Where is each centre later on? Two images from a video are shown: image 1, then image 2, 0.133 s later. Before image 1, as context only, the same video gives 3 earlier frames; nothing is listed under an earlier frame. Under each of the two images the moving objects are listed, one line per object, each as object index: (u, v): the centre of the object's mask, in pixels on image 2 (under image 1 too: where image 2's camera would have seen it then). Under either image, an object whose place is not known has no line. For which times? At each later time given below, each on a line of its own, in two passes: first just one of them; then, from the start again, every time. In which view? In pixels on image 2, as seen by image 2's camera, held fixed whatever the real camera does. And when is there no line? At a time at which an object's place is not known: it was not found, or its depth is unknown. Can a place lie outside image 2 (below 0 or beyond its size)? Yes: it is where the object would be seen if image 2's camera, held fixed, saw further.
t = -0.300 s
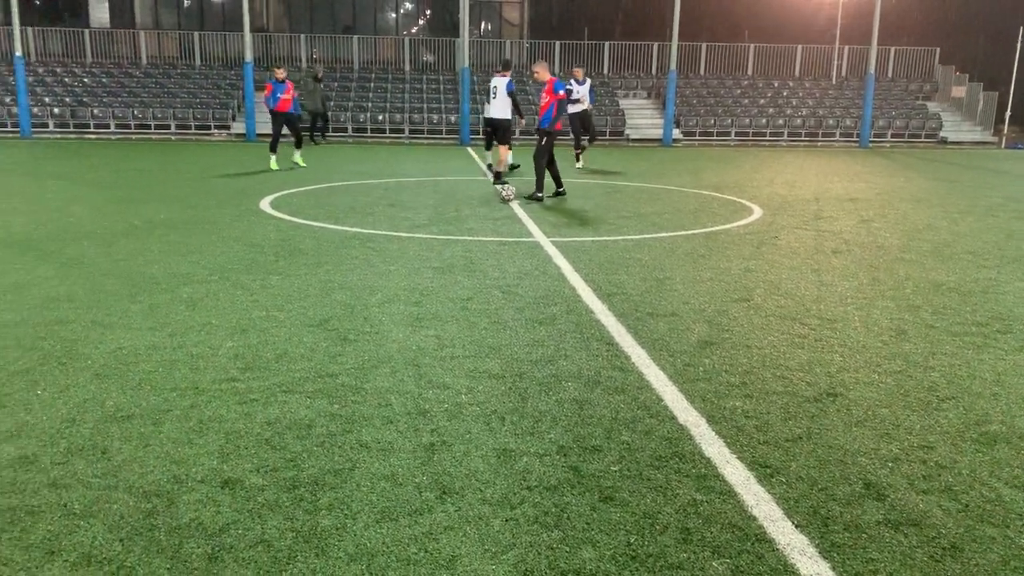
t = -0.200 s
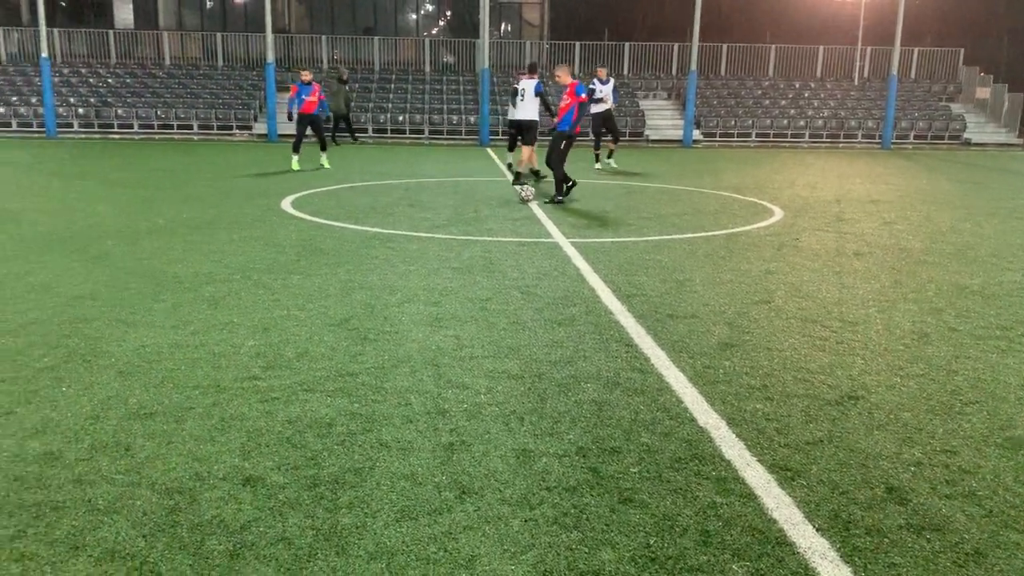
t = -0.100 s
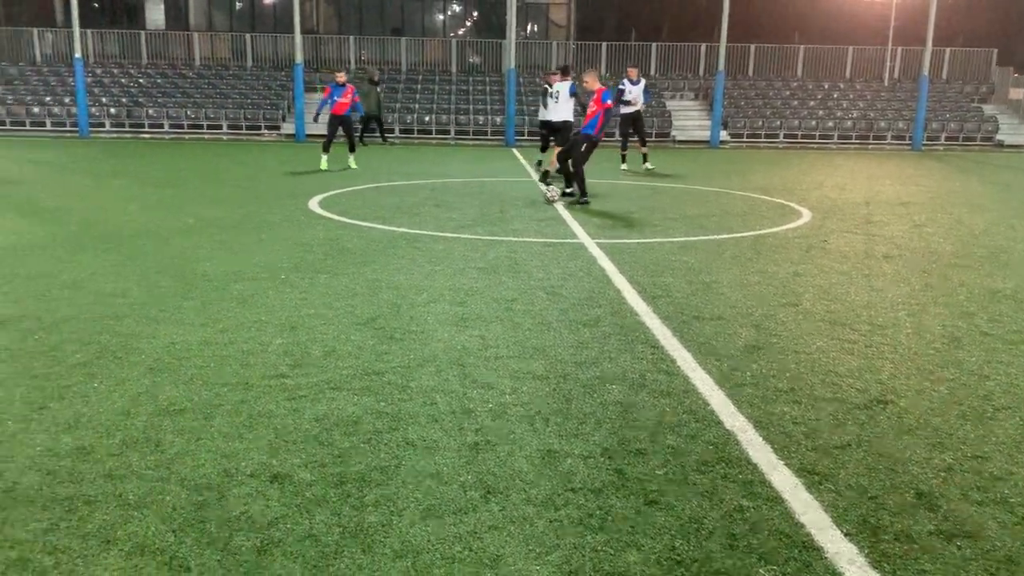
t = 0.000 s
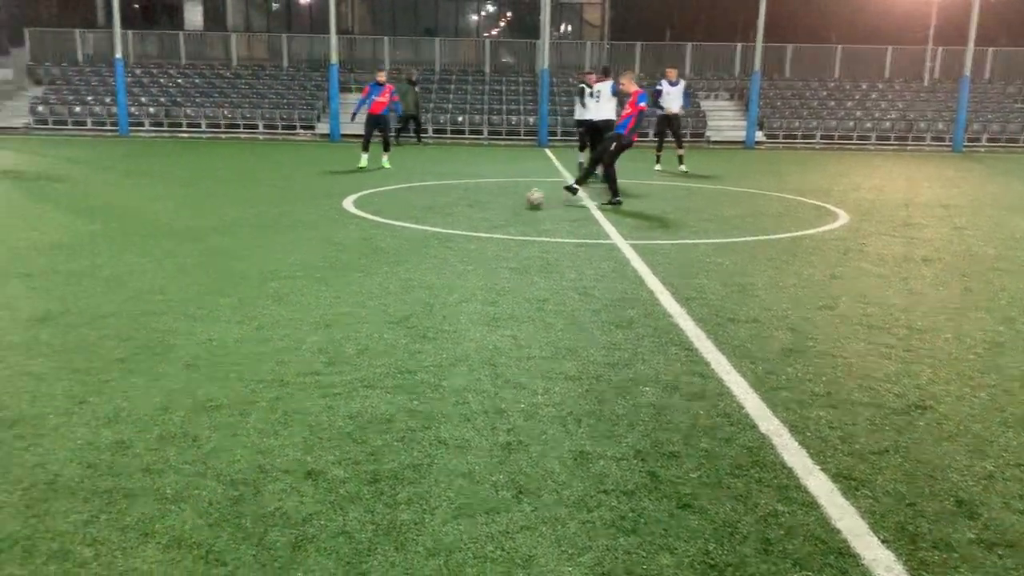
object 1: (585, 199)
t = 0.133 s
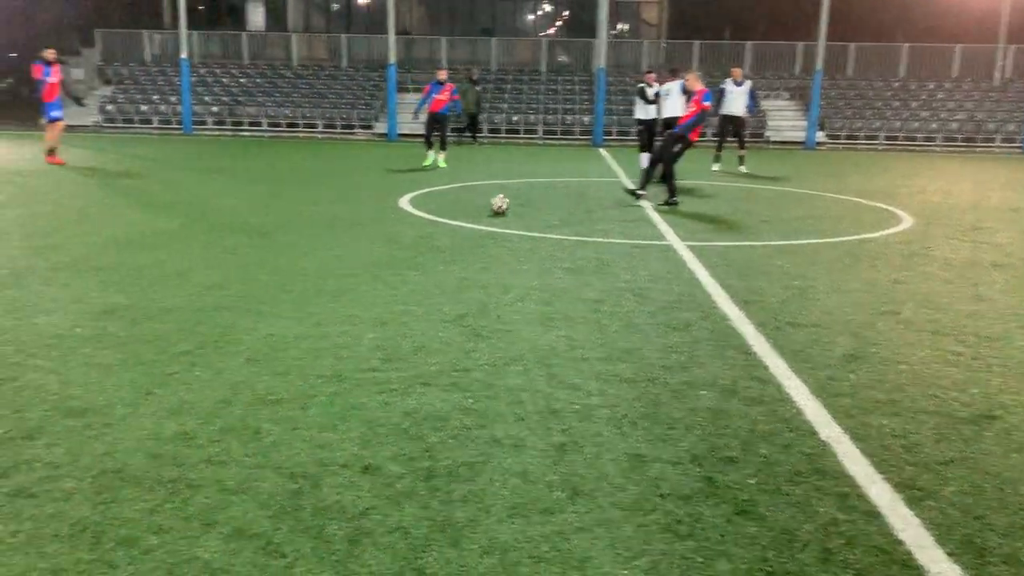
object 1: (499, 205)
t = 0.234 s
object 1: (431, 209)
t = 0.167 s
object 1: (477, 206)
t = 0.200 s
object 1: (454, 209)
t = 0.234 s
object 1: (431, 209)
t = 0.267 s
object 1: (408, 210)
